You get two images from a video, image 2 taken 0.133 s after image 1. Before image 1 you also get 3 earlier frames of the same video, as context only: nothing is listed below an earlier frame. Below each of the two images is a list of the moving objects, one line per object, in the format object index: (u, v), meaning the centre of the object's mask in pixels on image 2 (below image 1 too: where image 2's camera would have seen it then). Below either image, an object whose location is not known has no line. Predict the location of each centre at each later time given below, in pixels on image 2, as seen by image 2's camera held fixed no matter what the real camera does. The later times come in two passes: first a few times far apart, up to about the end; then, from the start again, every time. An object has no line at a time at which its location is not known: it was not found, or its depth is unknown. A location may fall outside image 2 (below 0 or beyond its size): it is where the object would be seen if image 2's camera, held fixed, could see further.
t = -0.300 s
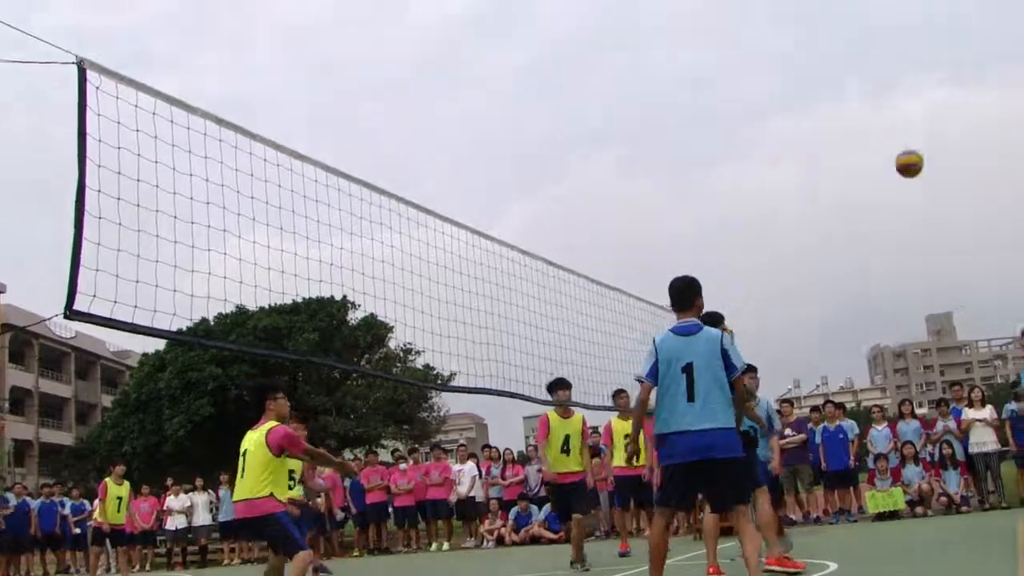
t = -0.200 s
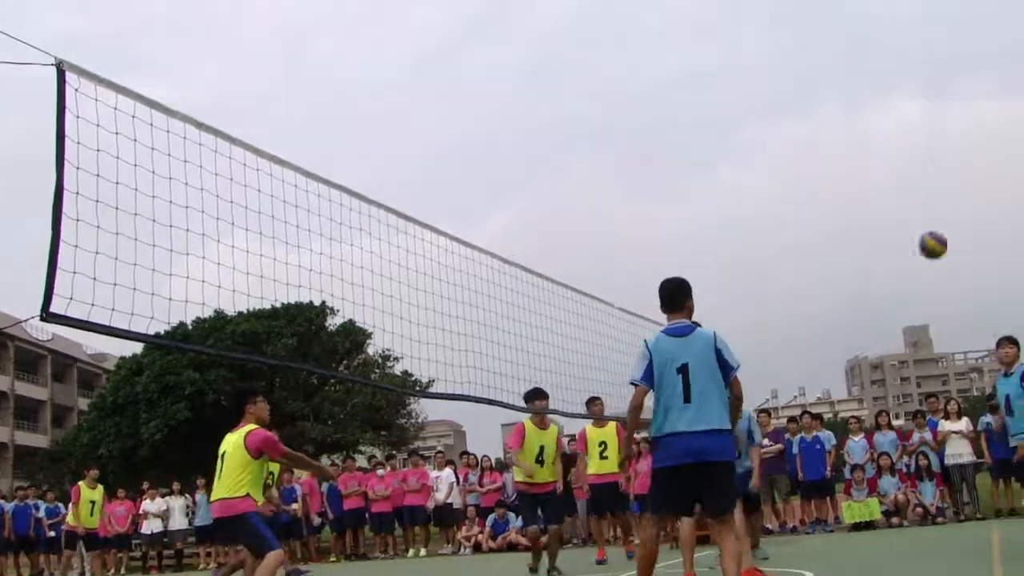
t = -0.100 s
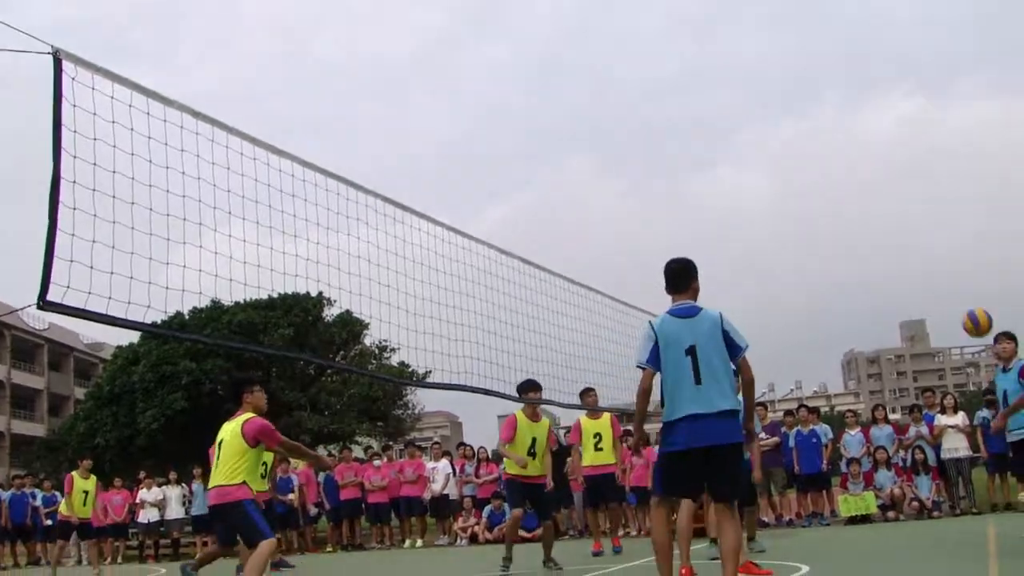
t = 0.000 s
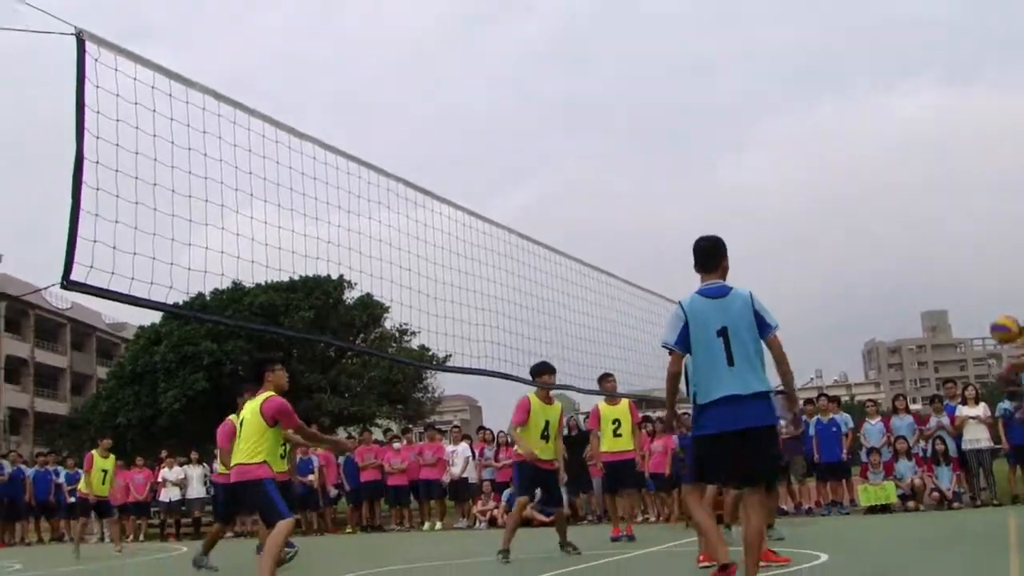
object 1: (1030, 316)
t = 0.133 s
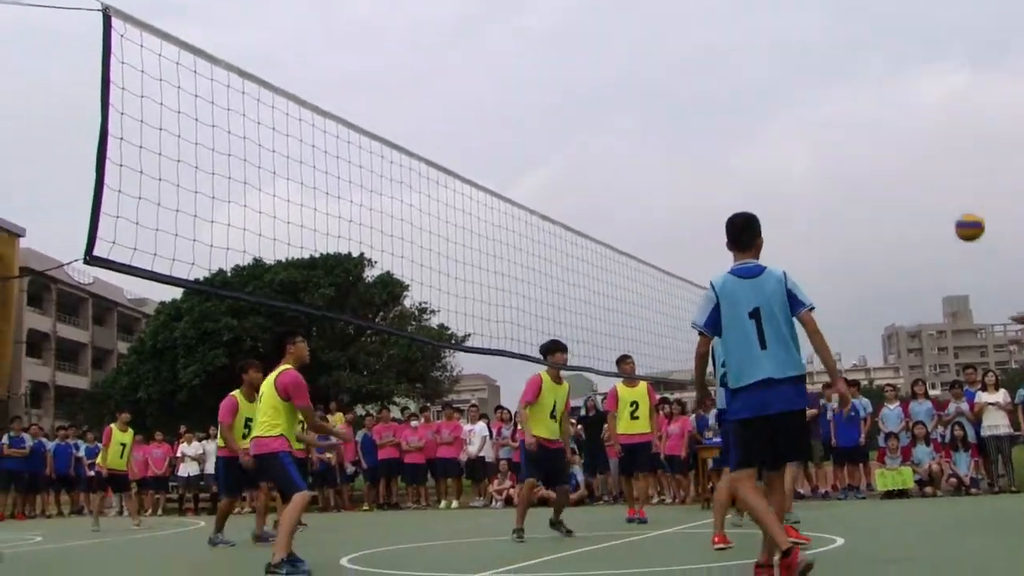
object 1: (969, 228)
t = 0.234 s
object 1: (930, 178)
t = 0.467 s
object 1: (848, 120)
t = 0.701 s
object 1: (780, 131)
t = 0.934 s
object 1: (723, 205)
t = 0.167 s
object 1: (956, 209)
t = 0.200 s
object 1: (943, 192)
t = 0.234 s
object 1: (930, 178)
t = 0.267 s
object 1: (917, 165)
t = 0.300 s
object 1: (905, 153)
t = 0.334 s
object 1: (893, 143)
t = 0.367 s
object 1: (881, 134)
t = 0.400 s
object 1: (870, 128)
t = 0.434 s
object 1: (859, 123)
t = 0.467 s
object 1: (848, 120)
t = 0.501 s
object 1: (837, 117)
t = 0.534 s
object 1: (827, 116)
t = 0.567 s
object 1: (817, 117)
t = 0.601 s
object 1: (808, 118)
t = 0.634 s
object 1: (799, 121)
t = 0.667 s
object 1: (789, 125)
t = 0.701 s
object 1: (780, 131)
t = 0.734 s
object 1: (771, 138)
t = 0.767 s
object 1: (763, 146)
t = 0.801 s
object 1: (755, 155)
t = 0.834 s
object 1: (747, 166)
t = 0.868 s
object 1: (739, 177)
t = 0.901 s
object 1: (731, 190)
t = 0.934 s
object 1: (723, 205)
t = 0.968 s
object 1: (716, 220)
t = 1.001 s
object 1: (709, 237)
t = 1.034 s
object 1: (702, 254)
